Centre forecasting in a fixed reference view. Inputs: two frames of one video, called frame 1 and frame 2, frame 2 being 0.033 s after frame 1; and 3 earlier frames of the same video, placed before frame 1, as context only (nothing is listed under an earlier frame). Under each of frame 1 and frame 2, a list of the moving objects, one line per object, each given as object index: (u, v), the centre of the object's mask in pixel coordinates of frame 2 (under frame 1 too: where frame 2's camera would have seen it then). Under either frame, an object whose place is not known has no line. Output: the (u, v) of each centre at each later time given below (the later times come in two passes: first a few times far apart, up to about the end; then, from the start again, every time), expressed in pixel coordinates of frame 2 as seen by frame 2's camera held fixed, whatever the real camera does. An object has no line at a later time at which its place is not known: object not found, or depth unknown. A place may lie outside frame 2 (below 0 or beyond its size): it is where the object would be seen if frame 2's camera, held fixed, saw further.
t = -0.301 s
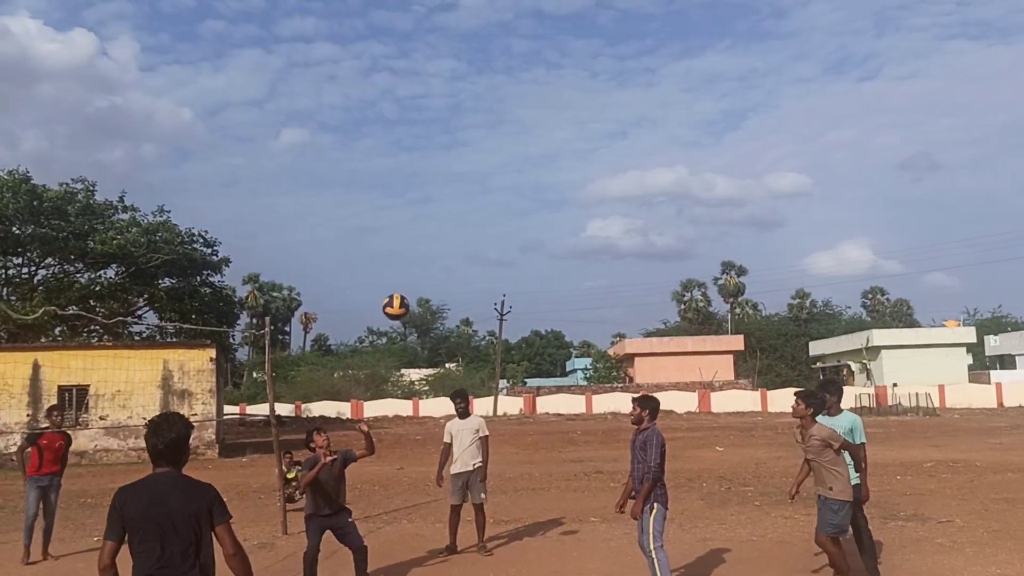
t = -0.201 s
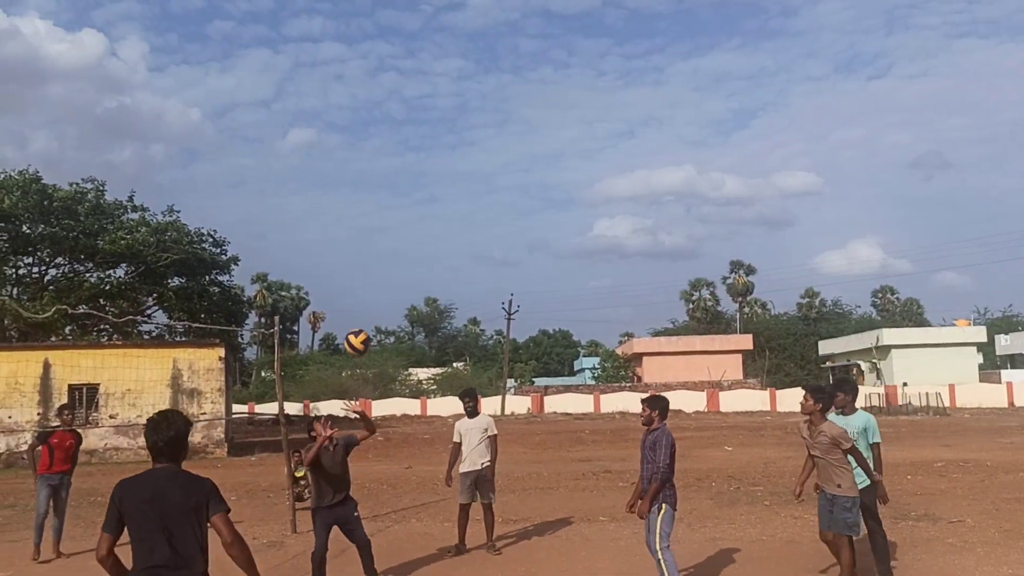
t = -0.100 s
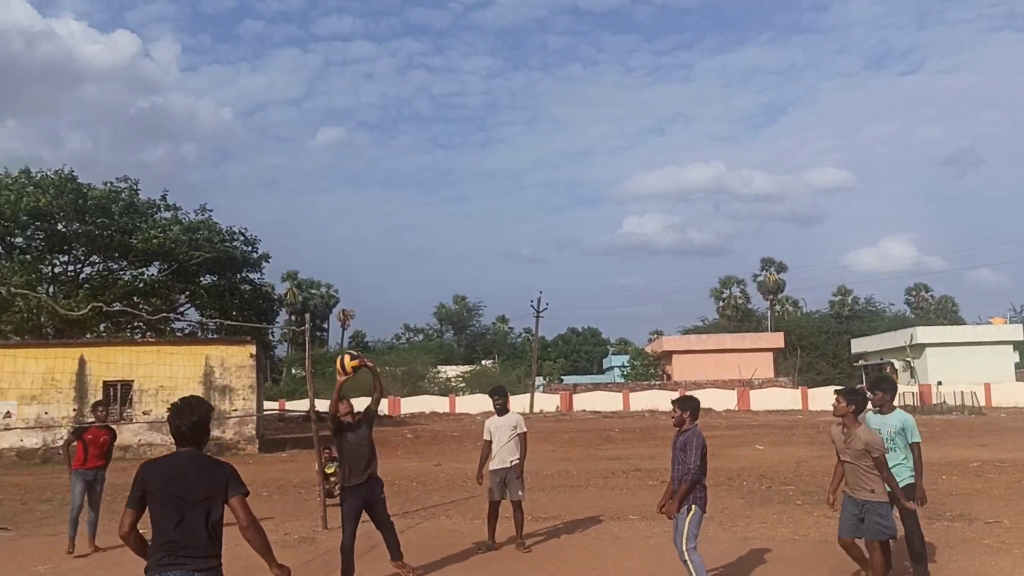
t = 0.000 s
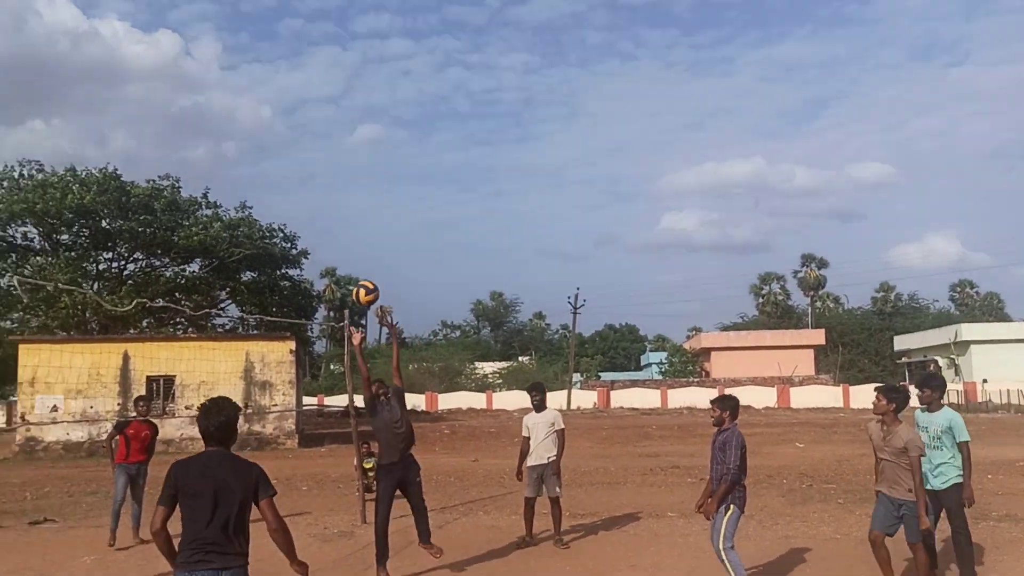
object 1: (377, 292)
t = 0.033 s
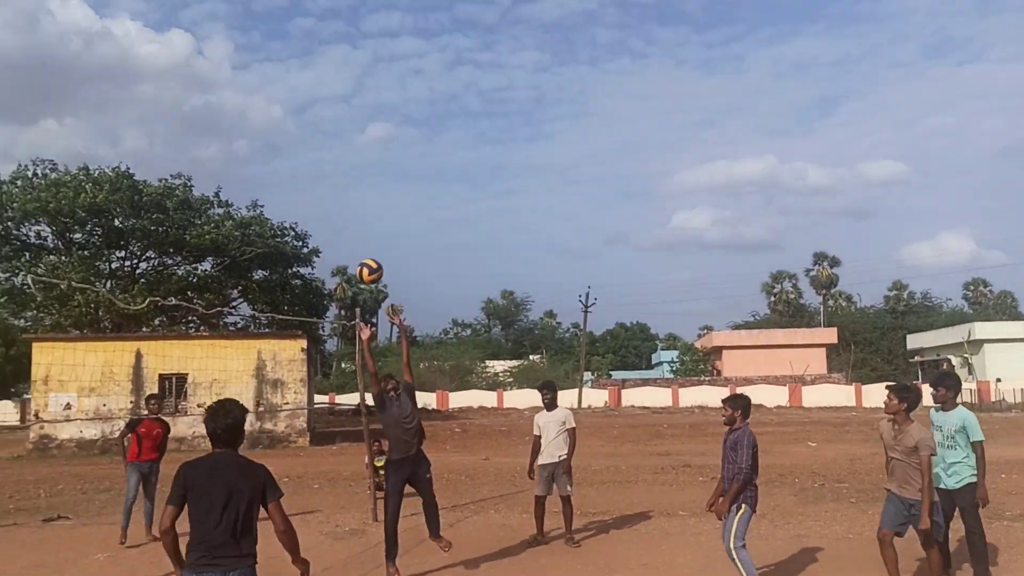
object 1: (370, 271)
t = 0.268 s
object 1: (317, 158)
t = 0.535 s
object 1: (249, 99)
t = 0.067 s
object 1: (362, 252)
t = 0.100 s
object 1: (355, 234)
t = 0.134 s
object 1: (348, 216)
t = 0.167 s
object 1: (340, 200)
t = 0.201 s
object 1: (333, 185)
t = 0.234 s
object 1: (325, 171)
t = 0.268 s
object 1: (317, 158)
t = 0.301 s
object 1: (309, 146)
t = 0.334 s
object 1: (301, 136)
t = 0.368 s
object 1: (293, 127)
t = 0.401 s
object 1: (285, 119)
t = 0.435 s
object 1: (276, 112)
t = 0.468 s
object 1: (267, 106)
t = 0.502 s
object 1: (258, 102)
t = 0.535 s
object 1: (249, 99)
